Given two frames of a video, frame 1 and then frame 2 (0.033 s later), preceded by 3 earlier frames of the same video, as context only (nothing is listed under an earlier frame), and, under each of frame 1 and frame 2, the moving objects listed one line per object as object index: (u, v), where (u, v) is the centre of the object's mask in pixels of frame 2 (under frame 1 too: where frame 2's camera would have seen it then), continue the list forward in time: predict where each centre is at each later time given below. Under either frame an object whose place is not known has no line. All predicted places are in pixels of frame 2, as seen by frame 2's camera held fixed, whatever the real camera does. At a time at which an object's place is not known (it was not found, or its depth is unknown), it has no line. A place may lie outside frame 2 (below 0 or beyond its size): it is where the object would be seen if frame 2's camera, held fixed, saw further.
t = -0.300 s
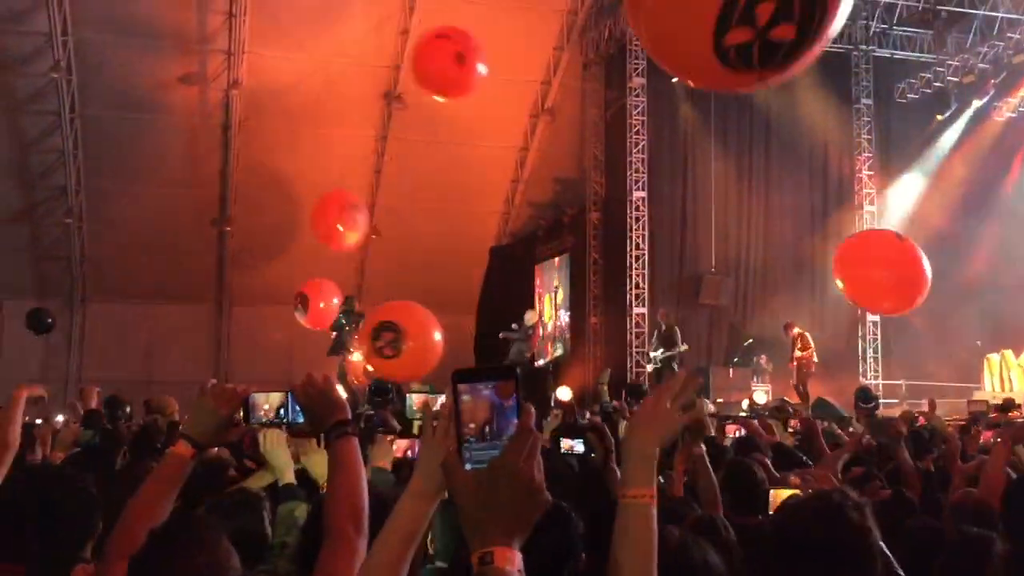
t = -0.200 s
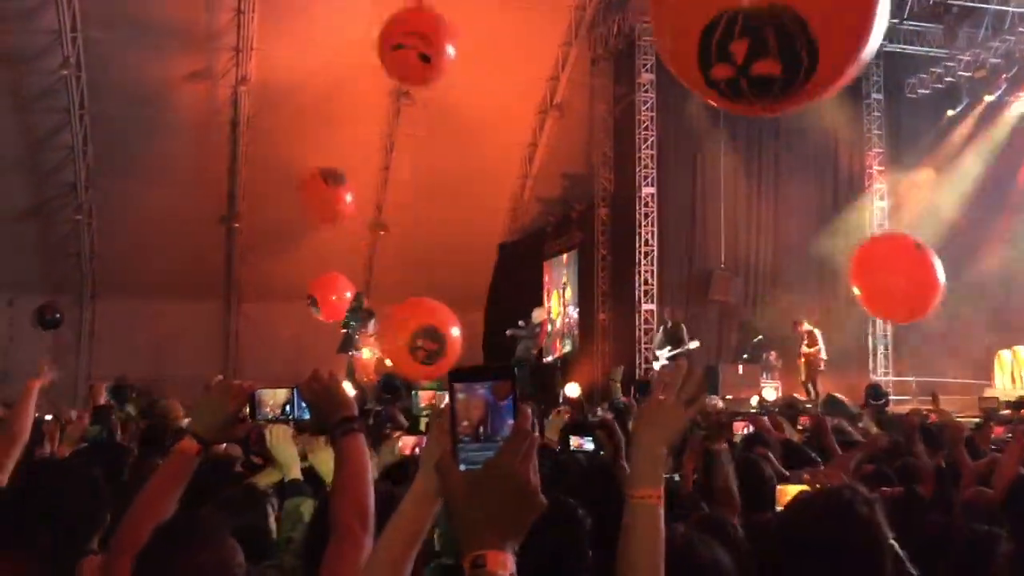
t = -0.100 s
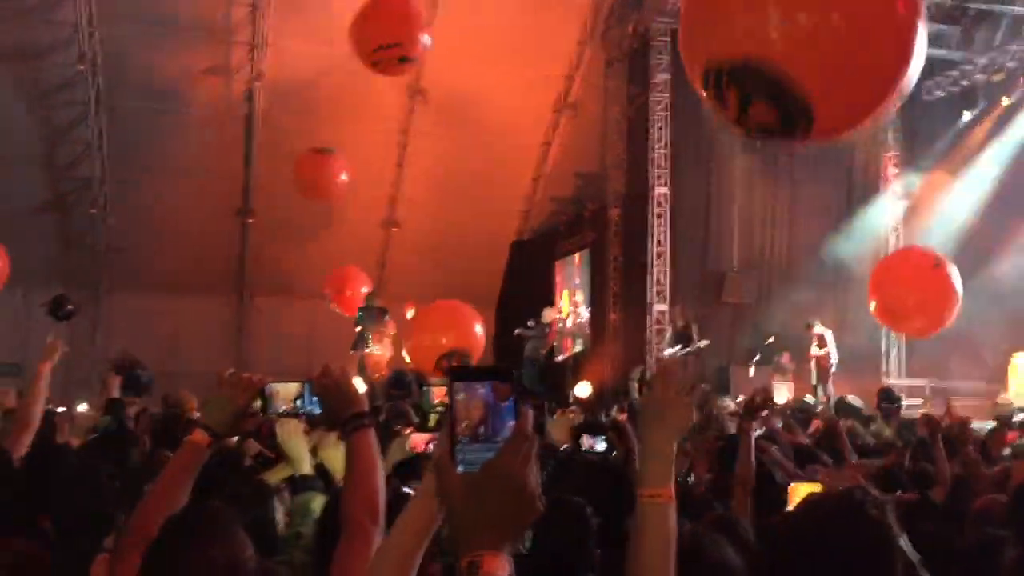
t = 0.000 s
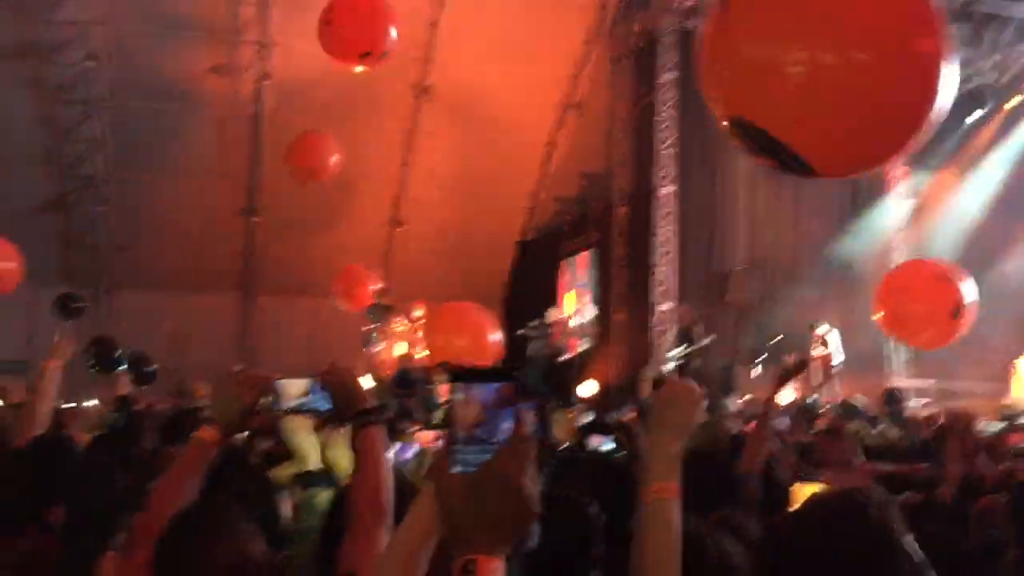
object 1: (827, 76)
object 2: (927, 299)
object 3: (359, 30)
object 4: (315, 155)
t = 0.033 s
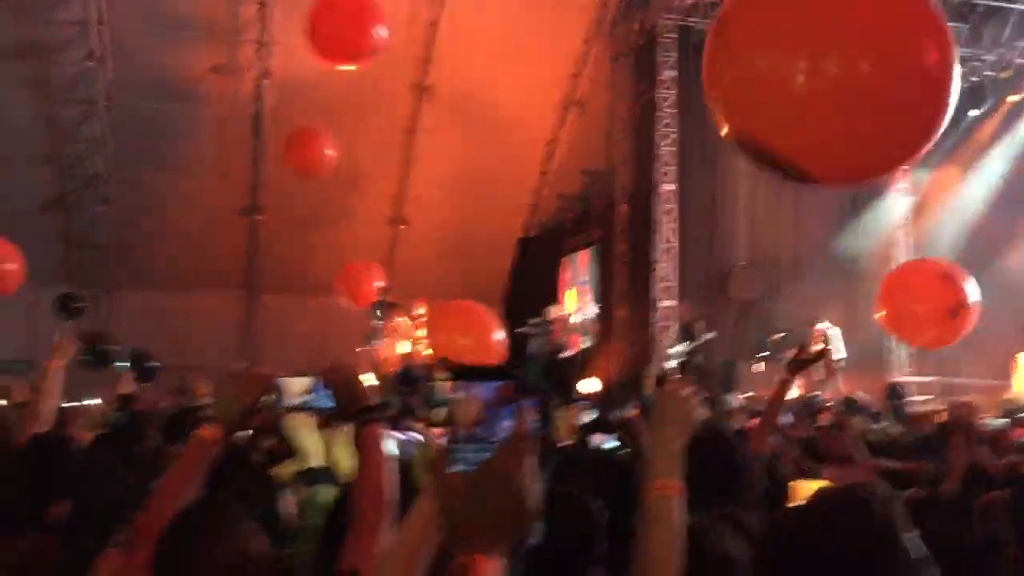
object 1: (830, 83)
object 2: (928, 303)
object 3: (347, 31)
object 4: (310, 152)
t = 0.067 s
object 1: (834, 93)
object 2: (930, 307)
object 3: (337, 33)
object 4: (309, 148)
